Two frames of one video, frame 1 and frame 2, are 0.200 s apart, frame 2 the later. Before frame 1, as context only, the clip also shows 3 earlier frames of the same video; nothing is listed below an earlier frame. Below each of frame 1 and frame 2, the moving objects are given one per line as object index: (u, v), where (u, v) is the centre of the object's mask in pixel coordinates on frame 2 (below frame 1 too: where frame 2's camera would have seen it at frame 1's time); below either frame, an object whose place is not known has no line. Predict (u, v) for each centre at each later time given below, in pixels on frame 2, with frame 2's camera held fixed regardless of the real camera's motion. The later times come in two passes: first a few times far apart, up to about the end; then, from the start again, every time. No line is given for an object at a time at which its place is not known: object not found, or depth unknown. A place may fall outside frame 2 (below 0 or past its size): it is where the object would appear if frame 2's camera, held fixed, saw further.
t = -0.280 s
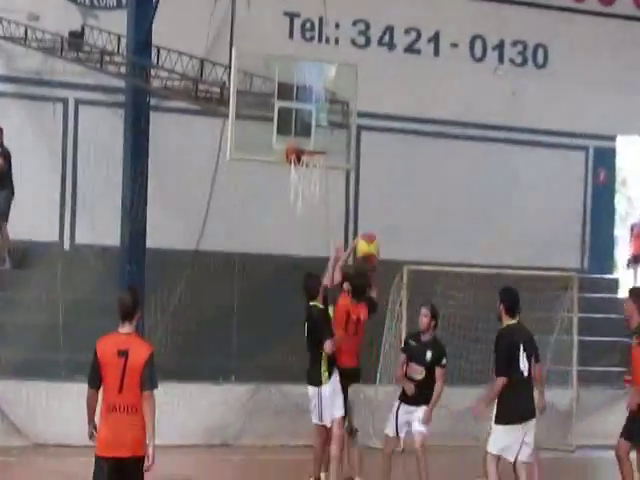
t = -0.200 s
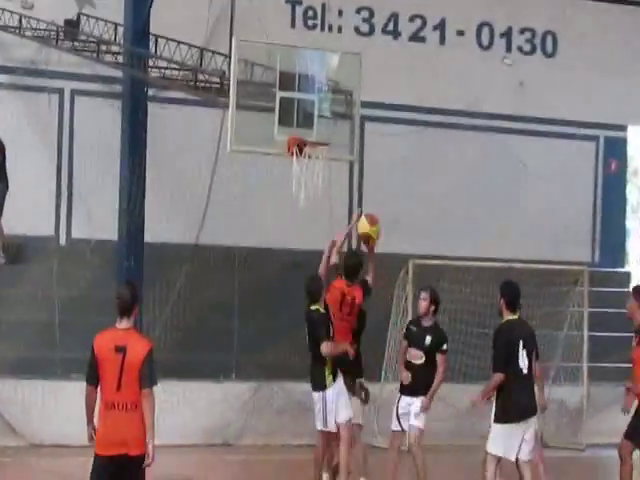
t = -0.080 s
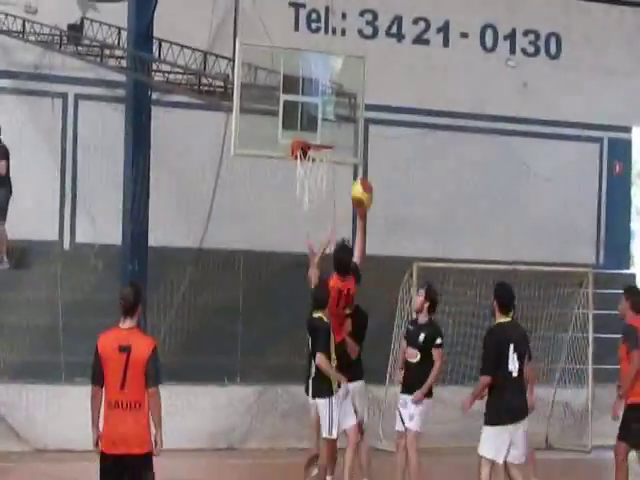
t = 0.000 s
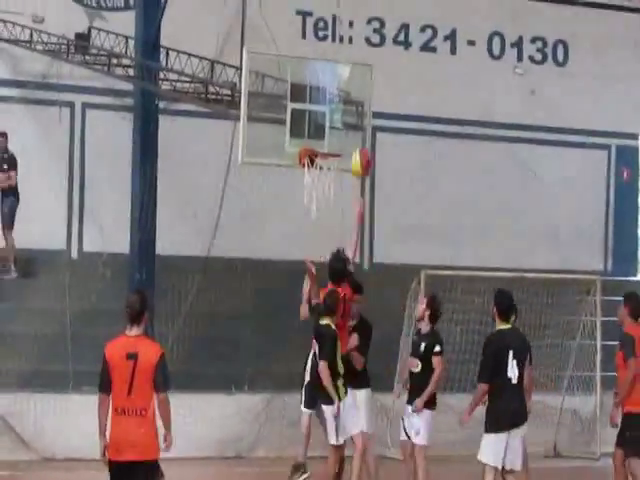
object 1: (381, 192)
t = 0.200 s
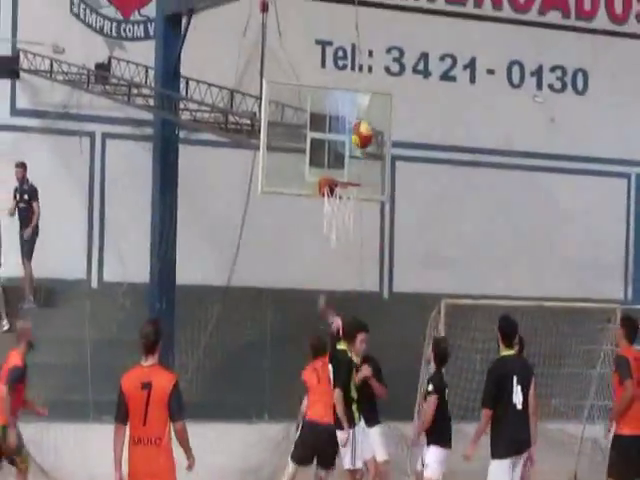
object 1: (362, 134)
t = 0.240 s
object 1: (358, 128)
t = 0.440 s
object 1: (340, 128)
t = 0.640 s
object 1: (327, 167)
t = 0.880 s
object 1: (359, 151)
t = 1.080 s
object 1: (387, 184)
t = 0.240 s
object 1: (358, 128)
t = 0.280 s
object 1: (355, 125)
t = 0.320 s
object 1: (351, 123)
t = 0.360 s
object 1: (348, 123)
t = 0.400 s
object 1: (344, 125)
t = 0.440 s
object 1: (340, 128)
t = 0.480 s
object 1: (337, 130)
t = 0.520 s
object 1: (334, 139)
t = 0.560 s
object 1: (330, 147)
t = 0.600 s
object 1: (328, 156)
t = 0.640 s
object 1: (327, 167)
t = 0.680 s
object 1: (333, 162)
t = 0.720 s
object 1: (337, 158)
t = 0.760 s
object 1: (343, 153)
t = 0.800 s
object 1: (349, 151)
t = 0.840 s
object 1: (355, 150)
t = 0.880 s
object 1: (359, 151)
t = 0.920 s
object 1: (365, 154)
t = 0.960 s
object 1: (371, 159)
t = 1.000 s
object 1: (376, 165)
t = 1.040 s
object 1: (381, 173)
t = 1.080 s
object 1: (387, 184)
